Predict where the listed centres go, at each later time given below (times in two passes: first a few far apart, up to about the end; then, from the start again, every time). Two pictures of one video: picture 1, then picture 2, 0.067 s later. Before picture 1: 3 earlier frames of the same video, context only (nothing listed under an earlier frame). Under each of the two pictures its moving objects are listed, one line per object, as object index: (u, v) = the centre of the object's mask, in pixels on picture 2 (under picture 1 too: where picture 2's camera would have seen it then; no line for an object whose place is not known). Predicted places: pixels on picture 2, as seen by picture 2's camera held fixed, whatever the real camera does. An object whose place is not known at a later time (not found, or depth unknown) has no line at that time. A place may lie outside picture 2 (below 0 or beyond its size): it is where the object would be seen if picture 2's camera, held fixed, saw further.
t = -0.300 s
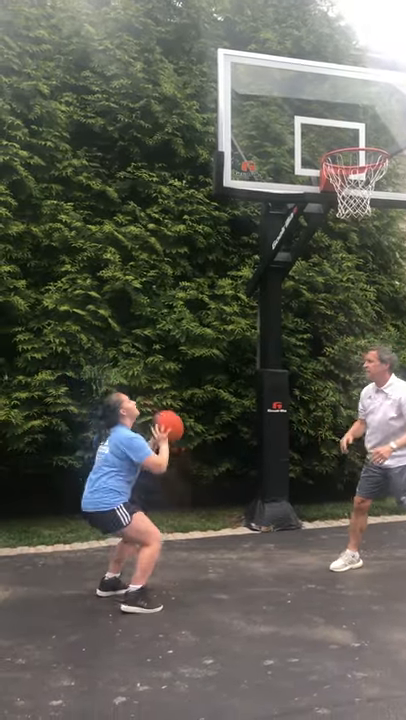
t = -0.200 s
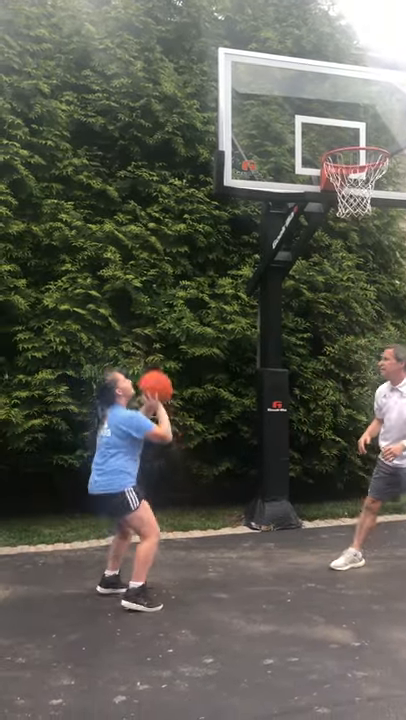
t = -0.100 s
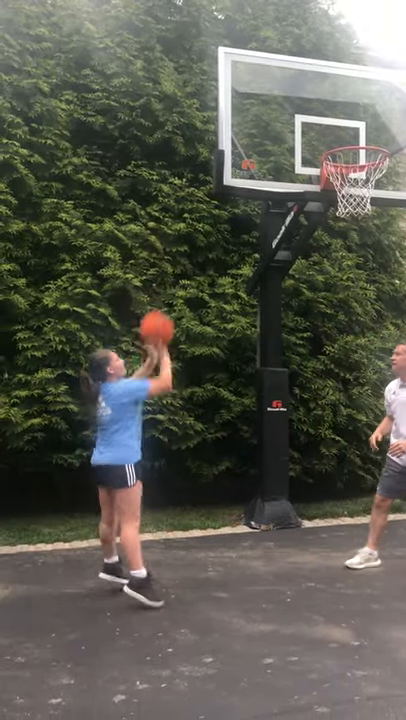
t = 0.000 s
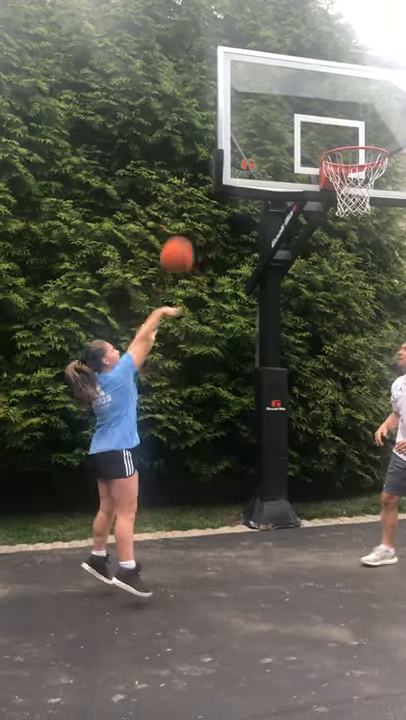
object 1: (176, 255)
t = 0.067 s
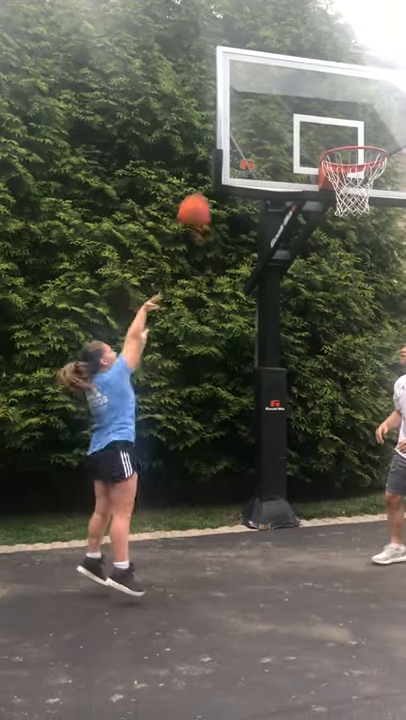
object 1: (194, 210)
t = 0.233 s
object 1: (237, 138)
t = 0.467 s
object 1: (291, 99)
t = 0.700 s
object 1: (345, 133)
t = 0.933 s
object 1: (367, 218)
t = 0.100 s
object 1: (203, 193)
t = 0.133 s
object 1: (211, 176)
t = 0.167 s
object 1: (220, 161)
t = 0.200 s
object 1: (229, 150)
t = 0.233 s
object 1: (237, 138)
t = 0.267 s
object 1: (245, 127)
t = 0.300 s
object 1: (253, 115)
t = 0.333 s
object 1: (261, 111)
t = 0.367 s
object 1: (269, 106)
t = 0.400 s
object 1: (276, 102)
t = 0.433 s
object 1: (283, 100)
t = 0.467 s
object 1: (291, 99)
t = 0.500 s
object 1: (298, 101)
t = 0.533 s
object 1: (306, 102)
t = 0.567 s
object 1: (313, 107)
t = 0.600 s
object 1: (321, 110)
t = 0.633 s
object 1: (328, 114)
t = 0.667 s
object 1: (336, 120)
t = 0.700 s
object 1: (345, 133)
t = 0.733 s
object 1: (349, 138)
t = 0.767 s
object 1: (356, 151)
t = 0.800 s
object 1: (360, 165)
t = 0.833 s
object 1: (363, 178)
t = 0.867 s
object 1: (364, 190)
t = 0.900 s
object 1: (366, 205)
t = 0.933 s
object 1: (367, 218)
